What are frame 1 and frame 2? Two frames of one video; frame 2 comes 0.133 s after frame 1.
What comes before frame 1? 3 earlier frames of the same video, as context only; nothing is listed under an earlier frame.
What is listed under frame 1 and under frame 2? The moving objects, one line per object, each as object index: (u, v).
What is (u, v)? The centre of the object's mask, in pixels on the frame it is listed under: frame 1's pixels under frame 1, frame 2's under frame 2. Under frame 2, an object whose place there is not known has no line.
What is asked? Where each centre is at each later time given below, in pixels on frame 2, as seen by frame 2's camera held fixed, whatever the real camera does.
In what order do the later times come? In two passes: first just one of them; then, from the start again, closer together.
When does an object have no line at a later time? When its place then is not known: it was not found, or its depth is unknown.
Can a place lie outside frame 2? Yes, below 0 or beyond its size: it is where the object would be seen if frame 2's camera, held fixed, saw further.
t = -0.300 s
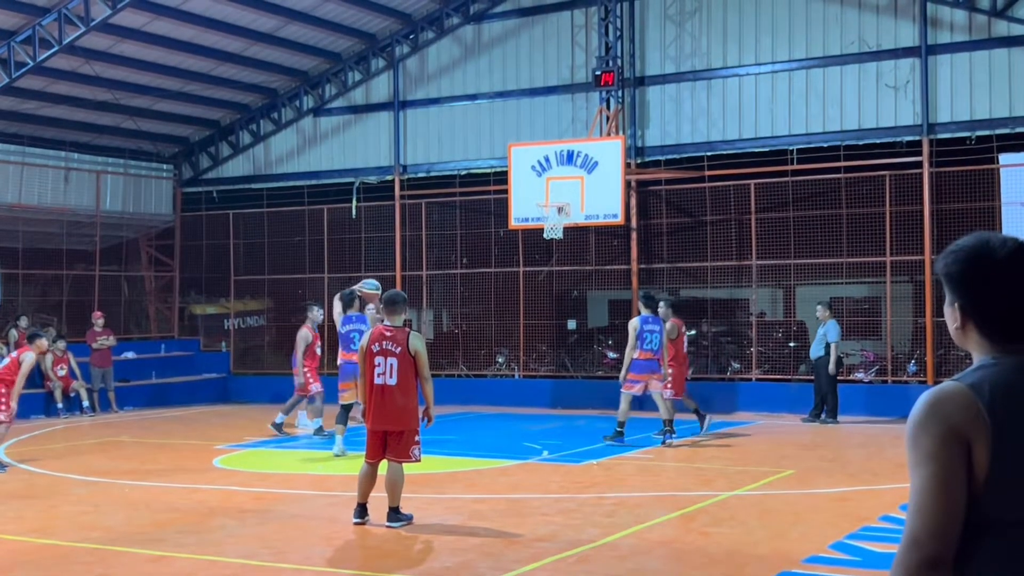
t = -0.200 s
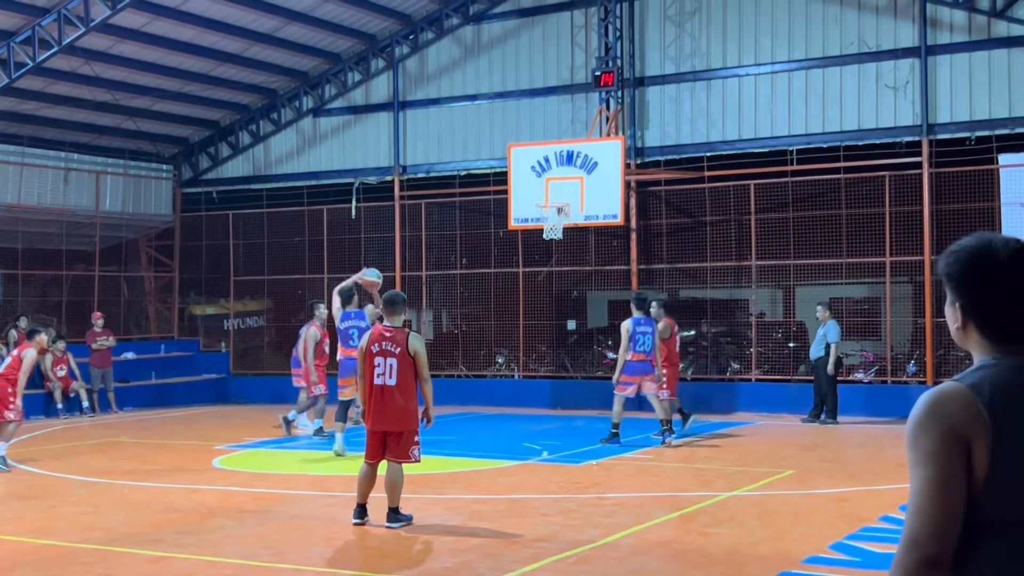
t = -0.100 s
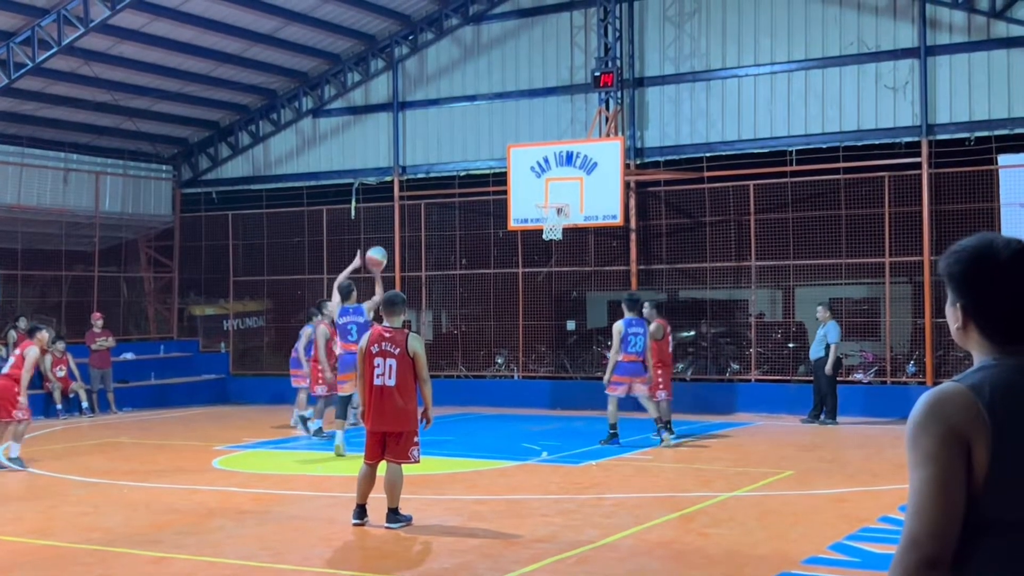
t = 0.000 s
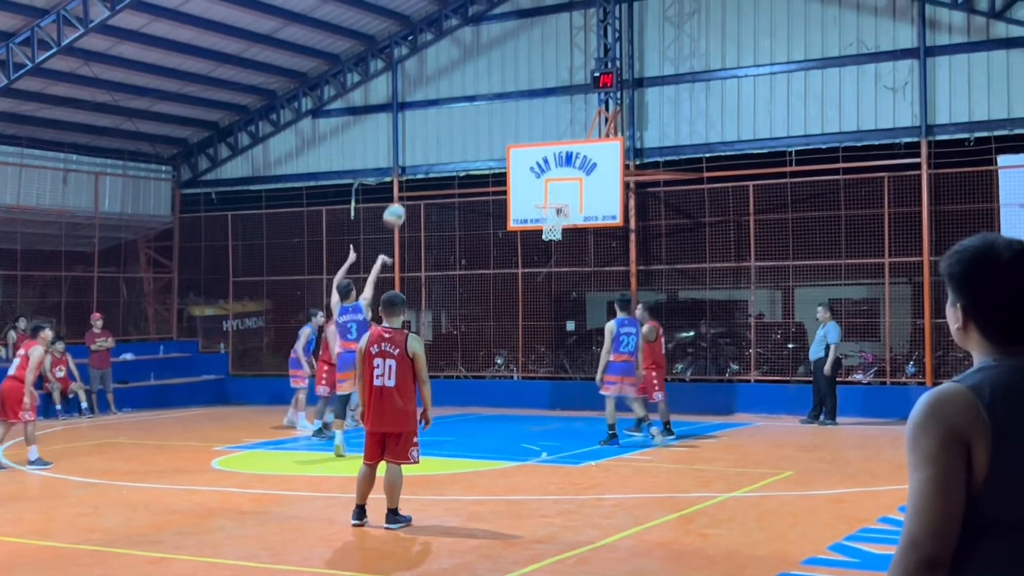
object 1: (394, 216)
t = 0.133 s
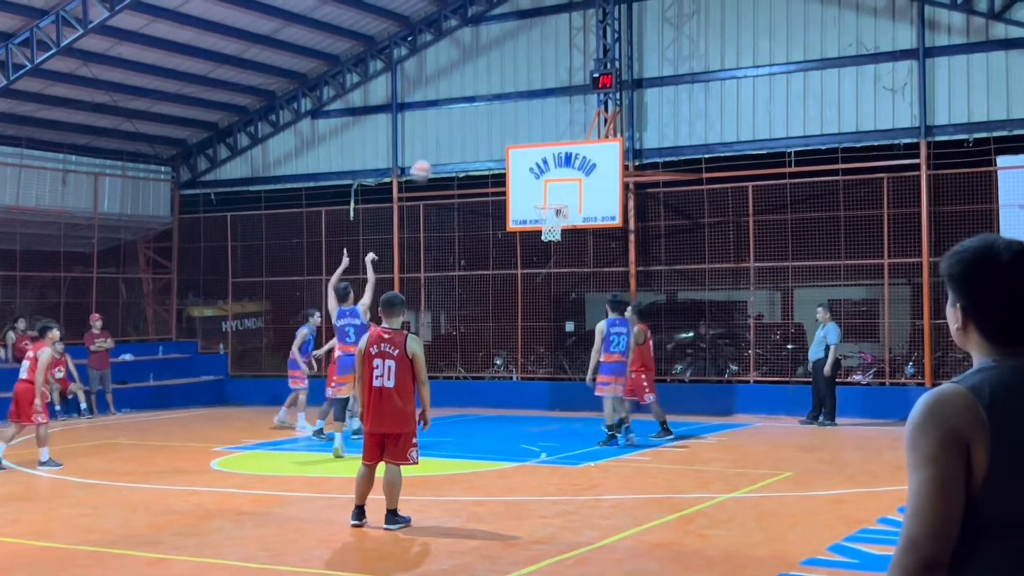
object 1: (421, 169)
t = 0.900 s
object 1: (549, 198)
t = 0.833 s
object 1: (540, 182)
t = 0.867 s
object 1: (545, 189)
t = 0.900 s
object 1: (549, 198)
